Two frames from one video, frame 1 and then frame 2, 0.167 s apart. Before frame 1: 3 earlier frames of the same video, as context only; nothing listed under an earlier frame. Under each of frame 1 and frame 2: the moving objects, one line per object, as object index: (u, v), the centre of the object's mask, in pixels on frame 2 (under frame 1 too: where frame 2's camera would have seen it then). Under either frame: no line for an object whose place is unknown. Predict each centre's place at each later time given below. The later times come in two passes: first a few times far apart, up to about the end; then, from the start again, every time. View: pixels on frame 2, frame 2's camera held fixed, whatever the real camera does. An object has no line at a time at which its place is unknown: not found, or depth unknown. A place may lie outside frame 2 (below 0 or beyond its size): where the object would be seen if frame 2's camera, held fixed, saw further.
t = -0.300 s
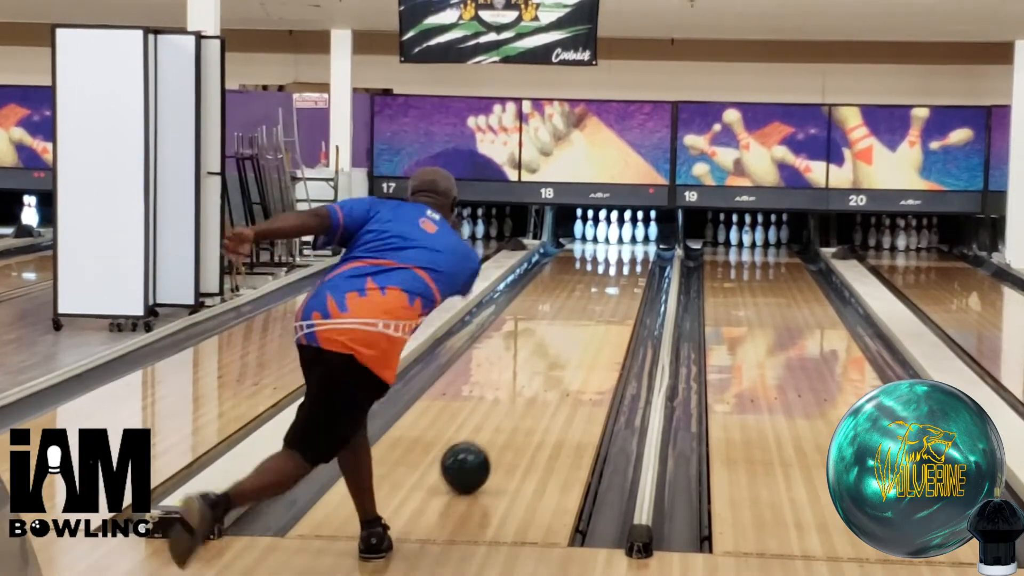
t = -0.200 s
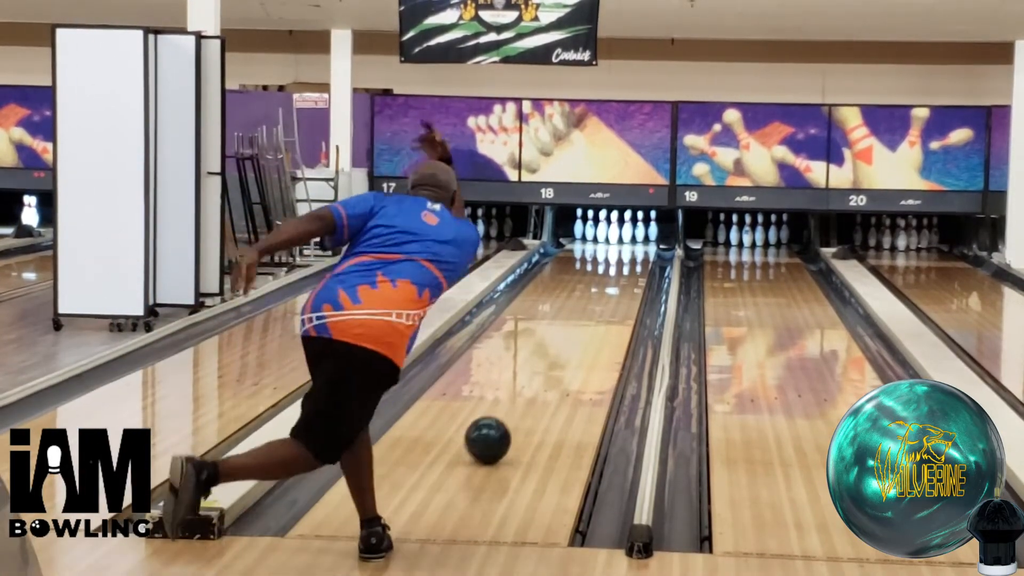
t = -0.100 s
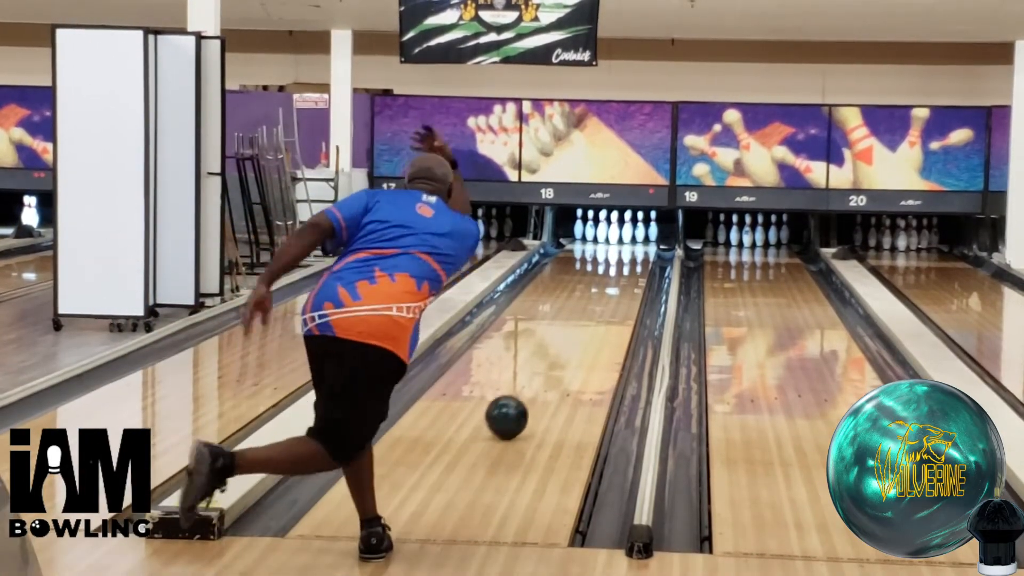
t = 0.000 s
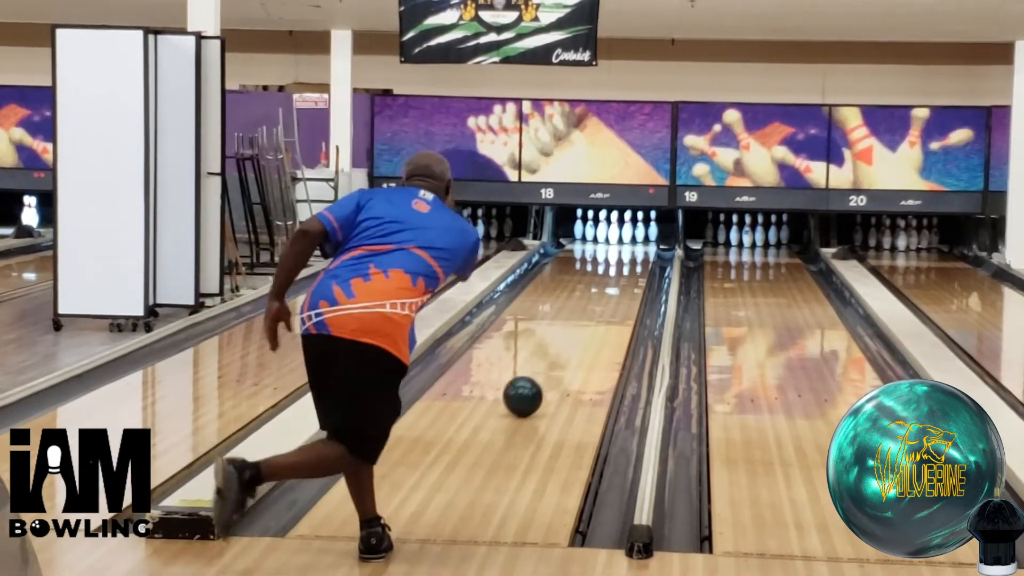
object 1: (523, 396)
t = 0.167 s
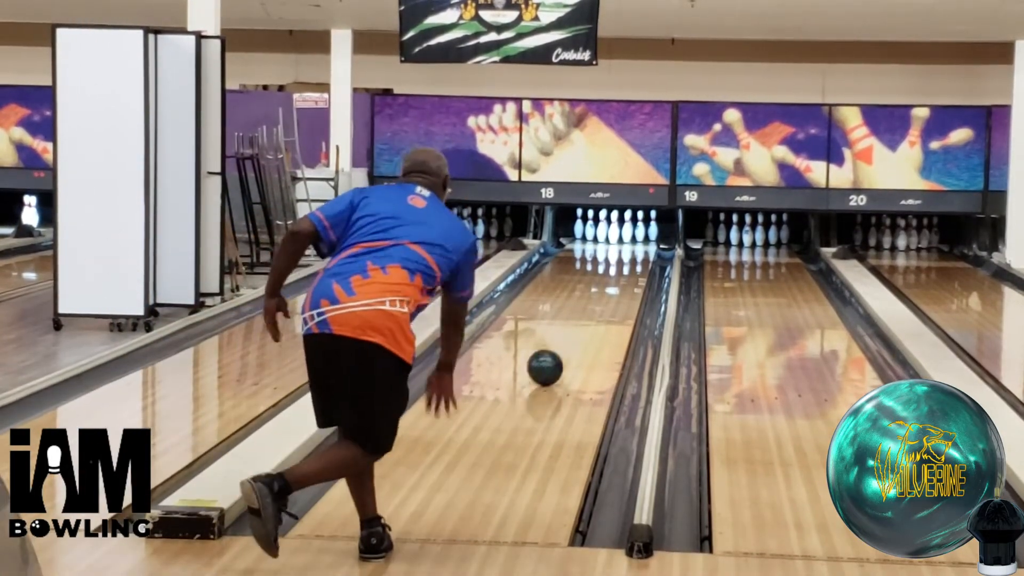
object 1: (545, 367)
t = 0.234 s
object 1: (552, 358)
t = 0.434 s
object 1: (571, 332)
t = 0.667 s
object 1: (589, 308)
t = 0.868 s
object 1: (600, 291)
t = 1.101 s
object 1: (611, 275)
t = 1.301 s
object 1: (618, 263)
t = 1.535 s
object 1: (623, 252)
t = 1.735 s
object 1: (623, 244)
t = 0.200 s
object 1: (549, 363)
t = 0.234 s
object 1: (552, 358)
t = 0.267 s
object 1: (556, 354)
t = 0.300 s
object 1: (559, 349)
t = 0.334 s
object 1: (562, 345)
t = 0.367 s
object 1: (566, 340)
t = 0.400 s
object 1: (569, 336)
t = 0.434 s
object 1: (571, 332)
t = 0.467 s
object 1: (574, 328)
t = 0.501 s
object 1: (577, 325)
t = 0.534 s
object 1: (580, 321)
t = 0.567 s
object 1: (582, 318)
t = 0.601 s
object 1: (584, 314)
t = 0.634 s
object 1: (586, 311)
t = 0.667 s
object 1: (589, 308)
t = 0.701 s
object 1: (591, 305)
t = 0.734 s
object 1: (593, 302)
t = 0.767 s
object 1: (595, 299)
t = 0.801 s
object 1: (597, 296)
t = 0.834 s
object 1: (599, 293)
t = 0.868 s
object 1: (600, 291)
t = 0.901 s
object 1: (602, 288)
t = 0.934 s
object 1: (604, 286)
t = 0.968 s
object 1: (605, 283)
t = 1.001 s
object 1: (607, 281)
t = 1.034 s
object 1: (609, 279)
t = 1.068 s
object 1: (610, 276)
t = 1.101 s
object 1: (611, 275)
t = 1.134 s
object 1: (612, 273)
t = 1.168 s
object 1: (614, 270)
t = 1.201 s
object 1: (615, 268)
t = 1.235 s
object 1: (616, 267)
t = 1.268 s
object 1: (617, 265)
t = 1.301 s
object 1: (618, 263)
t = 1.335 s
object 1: (619, 261)
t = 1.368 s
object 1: (620, 260)
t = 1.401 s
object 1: (621, 258)
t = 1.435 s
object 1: (621, 256)
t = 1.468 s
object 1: (622, 255)
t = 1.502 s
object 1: (622, 253)
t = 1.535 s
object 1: (623, 252)
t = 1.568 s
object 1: (623, 251)
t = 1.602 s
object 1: (623, 249)
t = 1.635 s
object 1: (624, 248)
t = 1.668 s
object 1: (624, 246)
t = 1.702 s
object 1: (623, 245)
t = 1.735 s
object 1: (623, 244)
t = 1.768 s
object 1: (623, 243)
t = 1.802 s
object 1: (623, 242)
